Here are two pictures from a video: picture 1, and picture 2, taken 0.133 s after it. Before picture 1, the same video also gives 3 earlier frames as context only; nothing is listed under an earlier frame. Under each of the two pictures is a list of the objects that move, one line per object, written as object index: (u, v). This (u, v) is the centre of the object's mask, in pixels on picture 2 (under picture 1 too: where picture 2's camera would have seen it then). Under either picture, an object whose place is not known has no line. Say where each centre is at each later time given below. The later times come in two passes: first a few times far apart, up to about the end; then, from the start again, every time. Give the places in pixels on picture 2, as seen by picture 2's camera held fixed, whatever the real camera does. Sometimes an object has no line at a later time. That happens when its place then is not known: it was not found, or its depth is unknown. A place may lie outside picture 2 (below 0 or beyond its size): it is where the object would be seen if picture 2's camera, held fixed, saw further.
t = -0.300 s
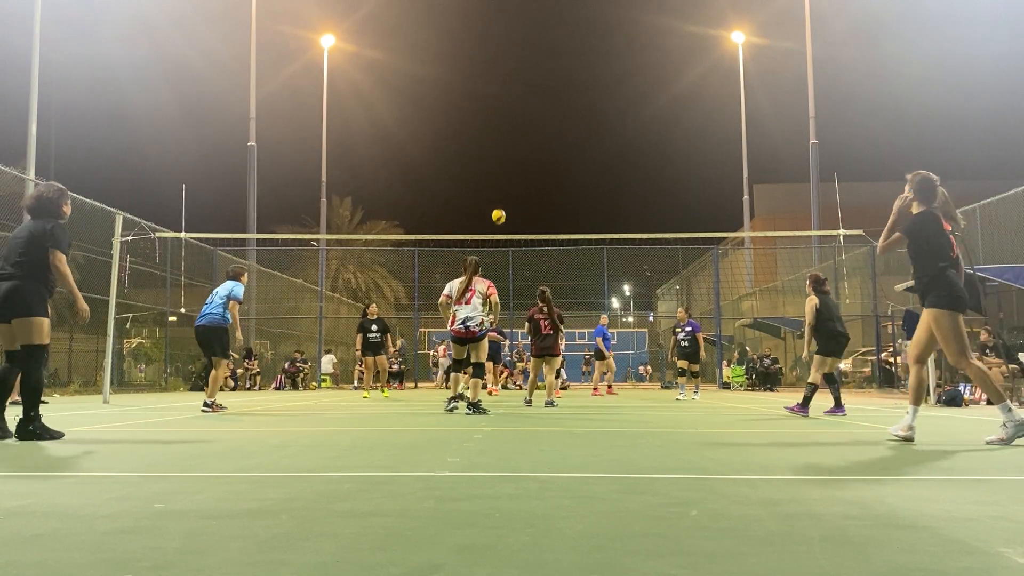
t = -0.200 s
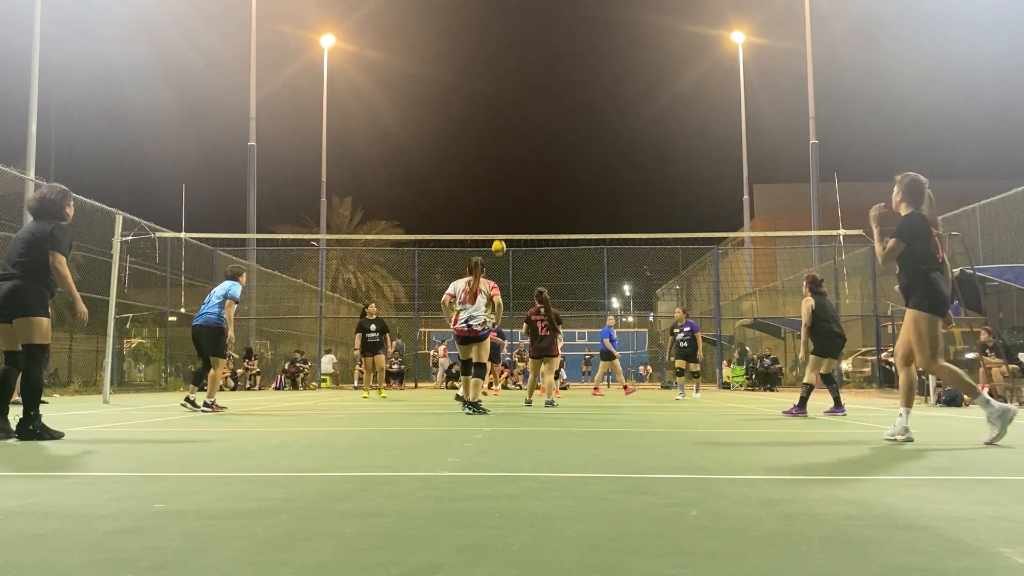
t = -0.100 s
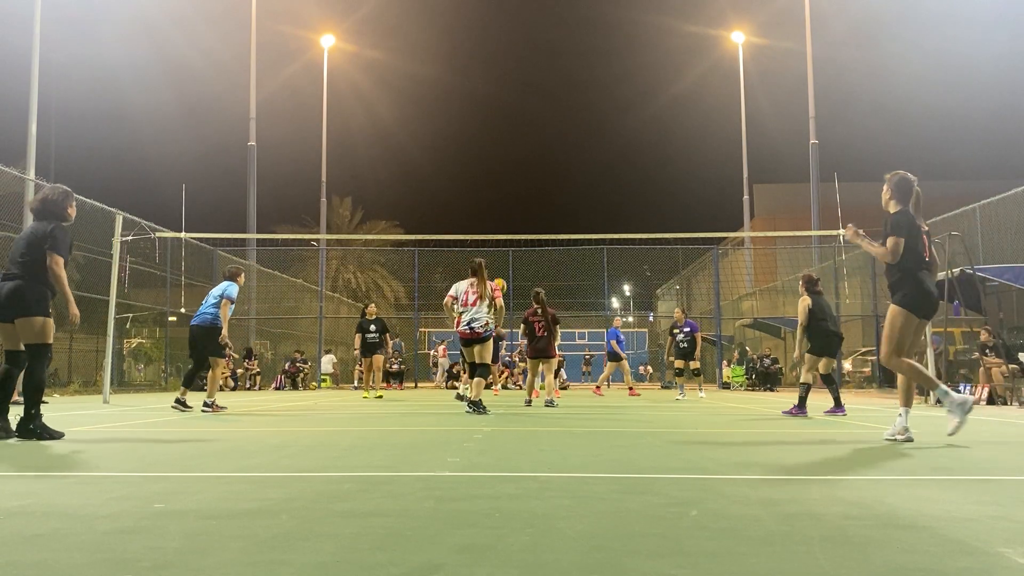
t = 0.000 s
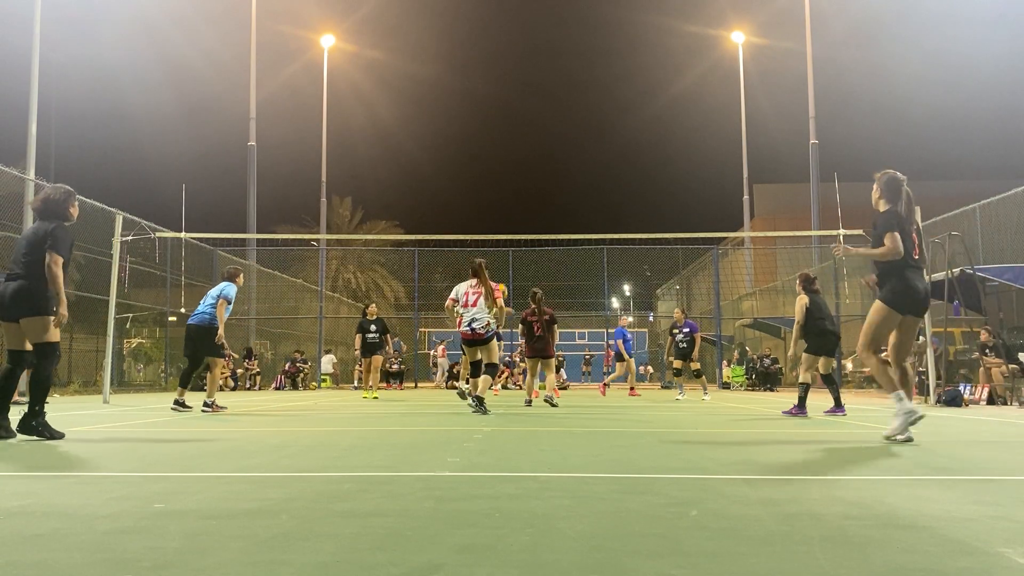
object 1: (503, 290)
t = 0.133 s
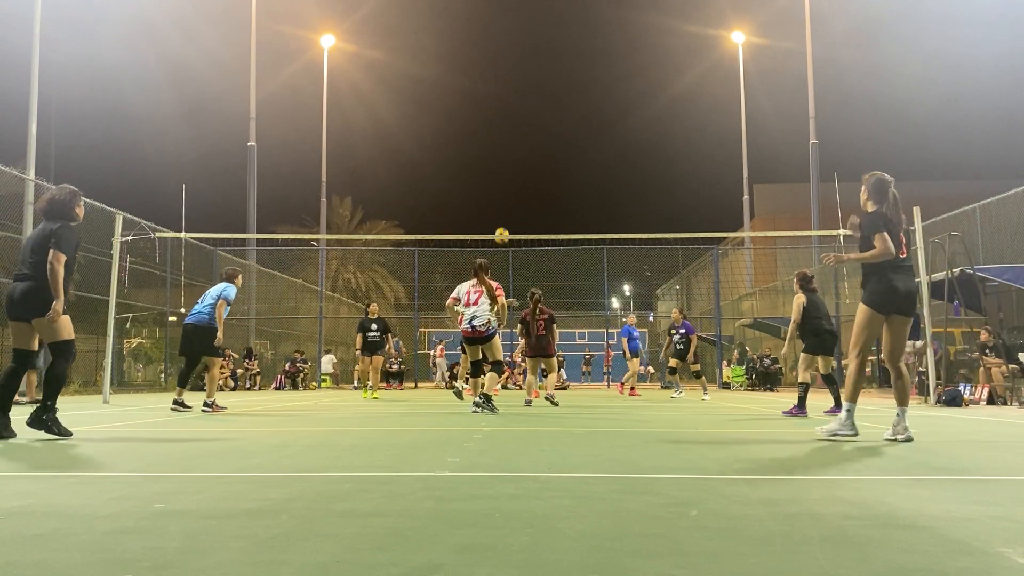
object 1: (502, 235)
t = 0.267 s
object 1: (503, 194)
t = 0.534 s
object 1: (504, 149)
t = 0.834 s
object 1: (506, 154)
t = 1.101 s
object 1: (507, 202)
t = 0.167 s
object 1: (502, 224)
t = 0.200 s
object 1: (502, 213)
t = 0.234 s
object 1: (503, 203)
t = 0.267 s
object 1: (503, 194)
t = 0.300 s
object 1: (503, 186)
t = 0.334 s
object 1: (503, 178)
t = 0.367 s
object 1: (503, 171)
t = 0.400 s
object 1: (504, 165)
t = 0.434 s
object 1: (504, 160)
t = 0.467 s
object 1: (504, 155)
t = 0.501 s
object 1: (504, 152)
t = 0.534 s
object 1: (504, 149)
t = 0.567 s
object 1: (504, 147)
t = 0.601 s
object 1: (505, 145)
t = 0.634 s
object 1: (505, 144)
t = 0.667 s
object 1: (505, 144)
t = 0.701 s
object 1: (505, 145)
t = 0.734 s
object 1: (505, 146)
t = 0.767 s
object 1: (505, 148)
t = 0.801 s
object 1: (506, 150)
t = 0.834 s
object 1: (506, 154)
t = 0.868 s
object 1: (506, 157)
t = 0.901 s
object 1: (506, 162)
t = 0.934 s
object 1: (506, 167)
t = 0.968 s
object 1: (506, 173)
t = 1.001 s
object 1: (507, 179)
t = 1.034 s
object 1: (507, 186)
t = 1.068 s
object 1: (507, 193)
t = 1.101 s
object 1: (507, 202)
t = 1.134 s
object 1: (507, 210)
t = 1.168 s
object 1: (507, 220)
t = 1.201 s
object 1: (507, 229)
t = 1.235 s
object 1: (507, 242)
